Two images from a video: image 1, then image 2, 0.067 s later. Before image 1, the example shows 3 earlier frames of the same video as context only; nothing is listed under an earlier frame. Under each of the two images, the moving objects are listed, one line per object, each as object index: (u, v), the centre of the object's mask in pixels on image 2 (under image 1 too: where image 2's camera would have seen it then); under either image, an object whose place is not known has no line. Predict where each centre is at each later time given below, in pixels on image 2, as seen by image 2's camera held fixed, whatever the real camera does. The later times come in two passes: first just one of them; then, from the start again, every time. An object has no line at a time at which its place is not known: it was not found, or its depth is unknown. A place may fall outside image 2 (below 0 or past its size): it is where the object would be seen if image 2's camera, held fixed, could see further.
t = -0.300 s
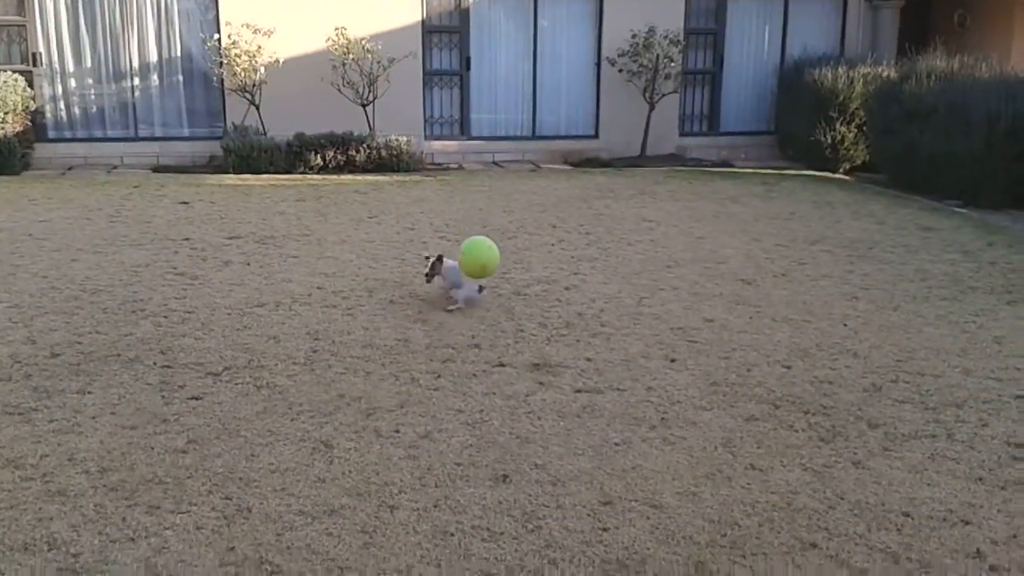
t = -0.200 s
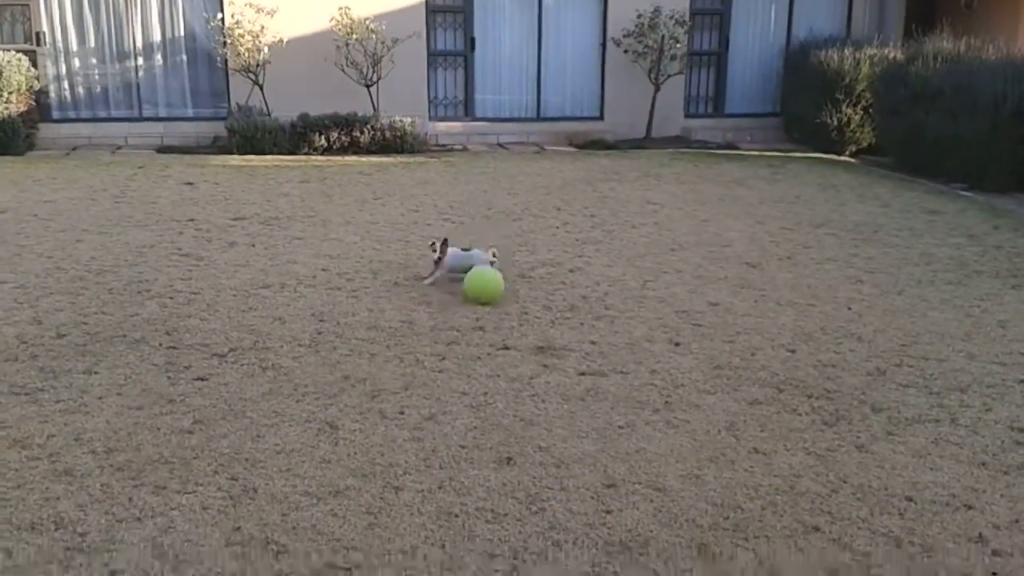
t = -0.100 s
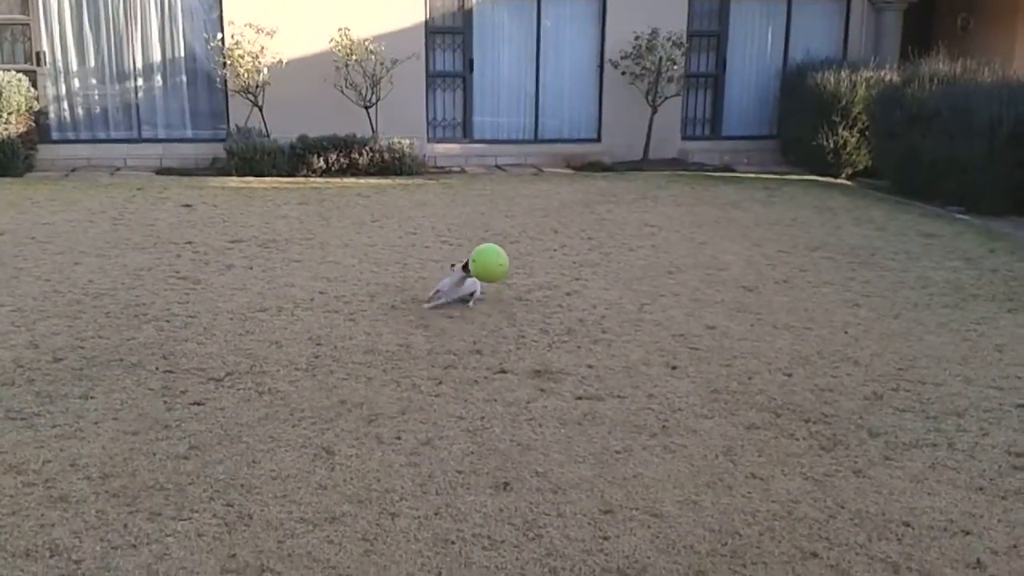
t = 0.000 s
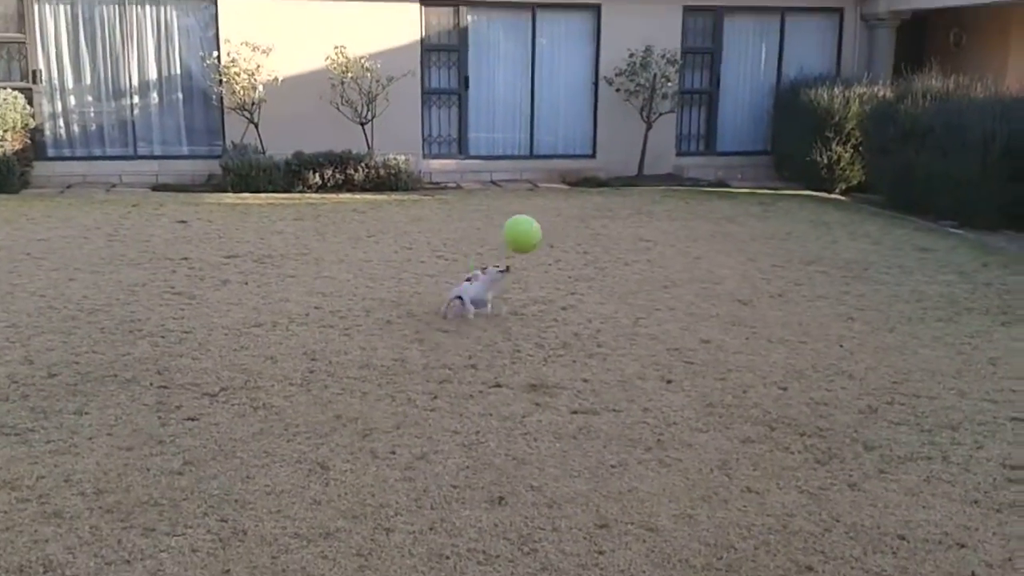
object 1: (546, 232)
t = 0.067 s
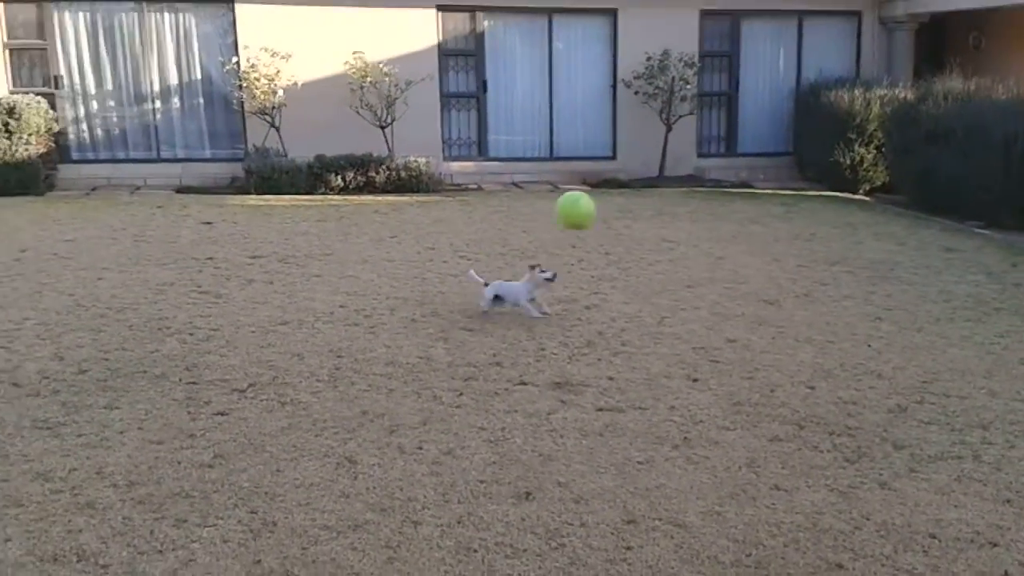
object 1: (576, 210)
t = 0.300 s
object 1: (683, 181)
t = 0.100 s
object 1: (591, 199)
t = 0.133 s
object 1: (607, 192)
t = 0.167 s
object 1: (622, 186)
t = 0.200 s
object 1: (637, 182)
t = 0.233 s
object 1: (652, 180)
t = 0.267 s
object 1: (668, 179)
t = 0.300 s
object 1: (683, 181)
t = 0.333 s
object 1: (698, 183)
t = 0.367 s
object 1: (713, 188)
